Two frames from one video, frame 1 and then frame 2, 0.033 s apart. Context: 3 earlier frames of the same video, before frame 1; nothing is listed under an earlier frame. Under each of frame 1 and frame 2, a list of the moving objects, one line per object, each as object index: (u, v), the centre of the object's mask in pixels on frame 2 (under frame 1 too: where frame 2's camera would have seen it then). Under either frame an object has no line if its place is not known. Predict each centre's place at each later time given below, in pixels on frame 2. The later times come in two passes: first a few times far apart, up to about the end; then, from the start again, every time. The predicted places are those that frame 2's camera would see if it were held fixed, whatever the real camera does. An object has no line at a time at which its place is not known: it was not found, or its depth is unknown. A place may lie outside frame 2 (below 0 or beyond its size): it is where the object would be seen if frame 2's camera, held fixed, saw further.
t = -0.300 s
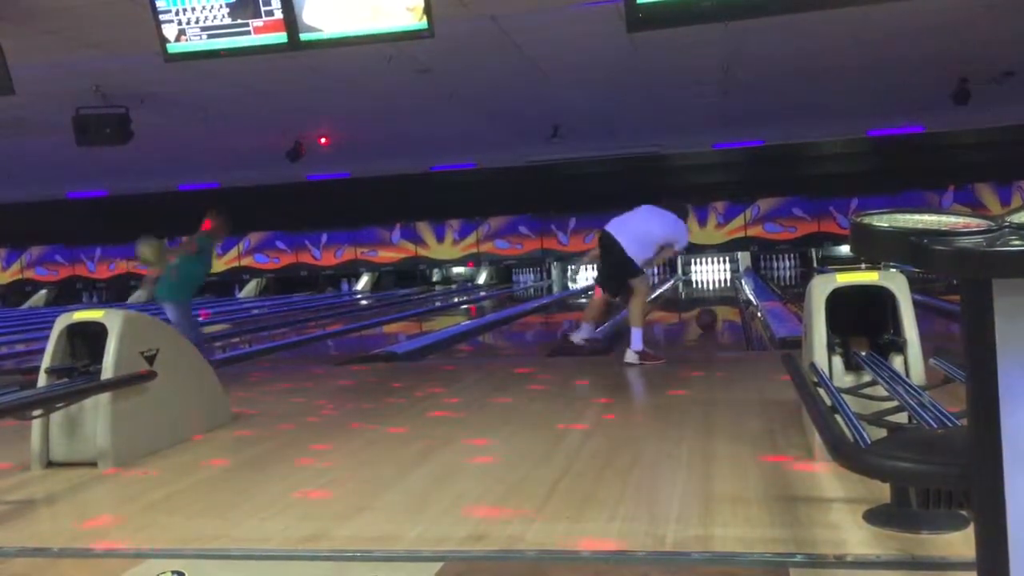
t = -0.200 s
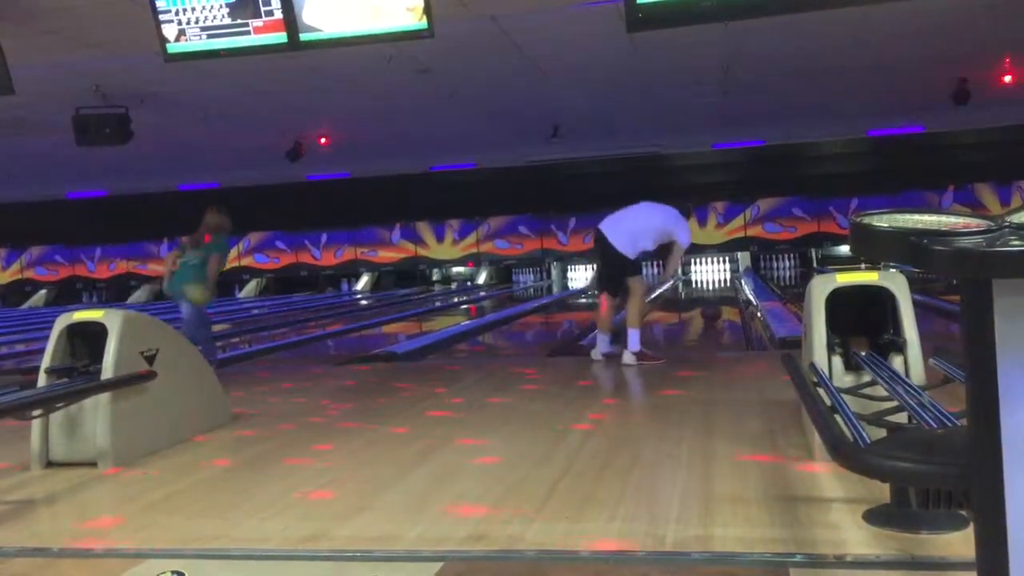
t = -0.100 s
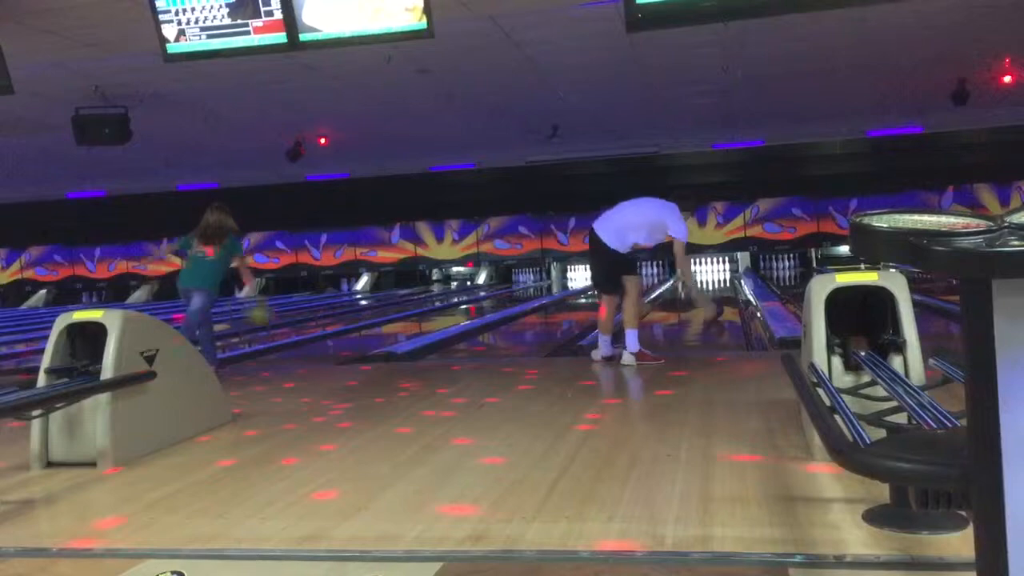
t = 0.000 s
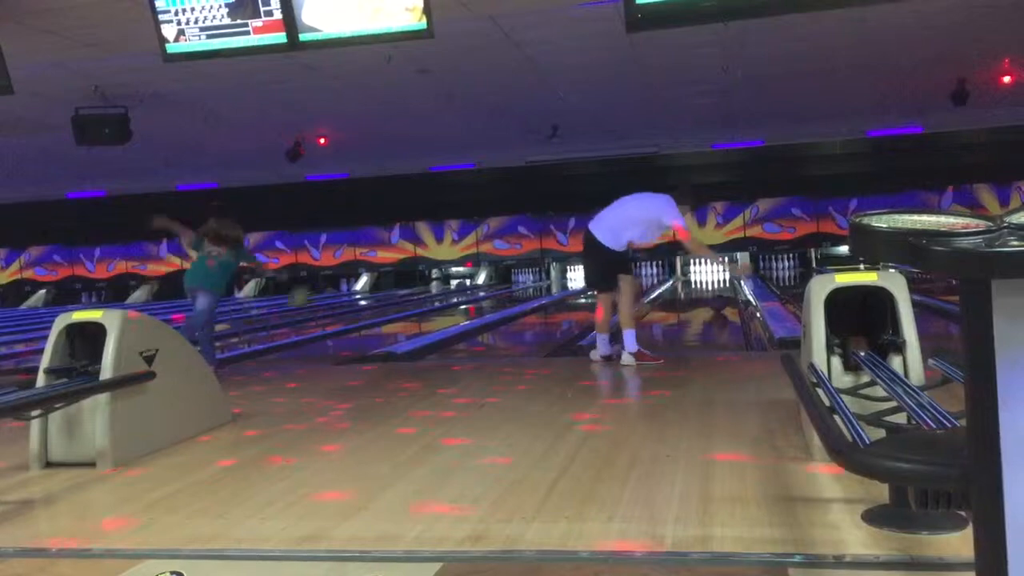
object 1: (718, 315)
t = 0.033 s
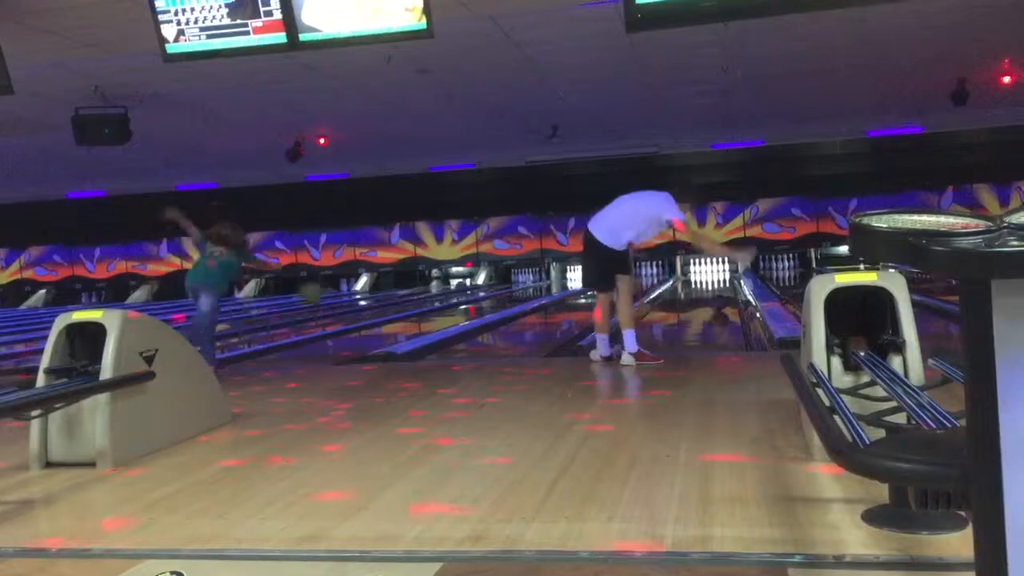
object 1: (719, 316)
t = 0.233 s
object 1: (724, 310)
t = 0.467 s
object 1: (730, 304)
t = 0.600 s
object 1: (732, 304)
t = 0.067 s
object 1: (720, 316)
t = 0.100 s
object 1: (721, 315)
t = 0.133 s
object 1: (722, 312)
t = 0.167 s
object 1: (723, 313)
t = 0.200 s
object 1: (723, 311)
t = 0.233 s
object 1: (724, 310)
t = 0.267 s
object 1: (723, 309)
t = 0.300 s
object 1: (724, 307)
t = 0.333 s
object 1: (725, 307)
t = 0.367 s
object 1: (726, 306)
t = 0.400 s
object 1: (728, 305)
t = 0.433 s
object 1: (728, 306)
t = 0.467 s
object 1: (730, 304)
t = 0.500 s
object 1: (732, 304)
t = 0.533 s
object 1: (732, 303)
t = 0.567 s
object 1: (732, 304)
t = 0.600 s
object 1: (732, 304)
